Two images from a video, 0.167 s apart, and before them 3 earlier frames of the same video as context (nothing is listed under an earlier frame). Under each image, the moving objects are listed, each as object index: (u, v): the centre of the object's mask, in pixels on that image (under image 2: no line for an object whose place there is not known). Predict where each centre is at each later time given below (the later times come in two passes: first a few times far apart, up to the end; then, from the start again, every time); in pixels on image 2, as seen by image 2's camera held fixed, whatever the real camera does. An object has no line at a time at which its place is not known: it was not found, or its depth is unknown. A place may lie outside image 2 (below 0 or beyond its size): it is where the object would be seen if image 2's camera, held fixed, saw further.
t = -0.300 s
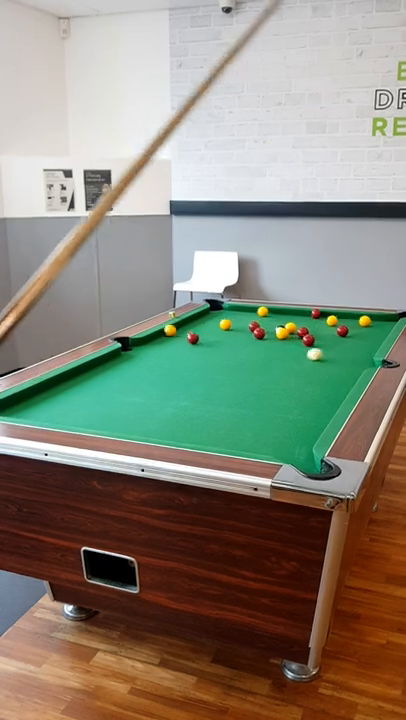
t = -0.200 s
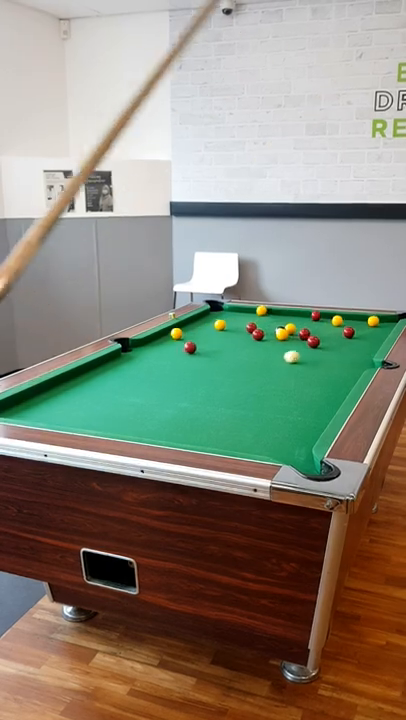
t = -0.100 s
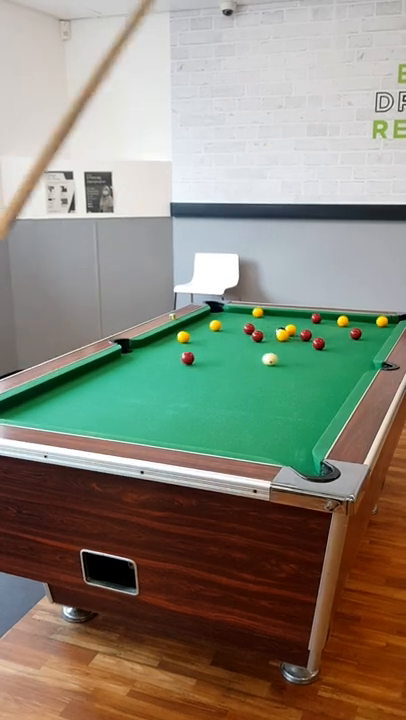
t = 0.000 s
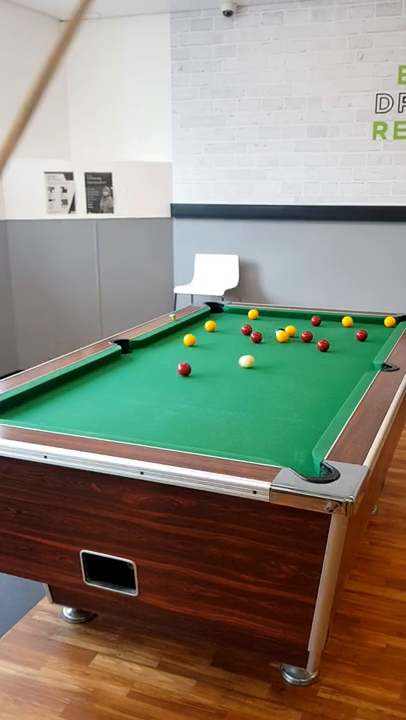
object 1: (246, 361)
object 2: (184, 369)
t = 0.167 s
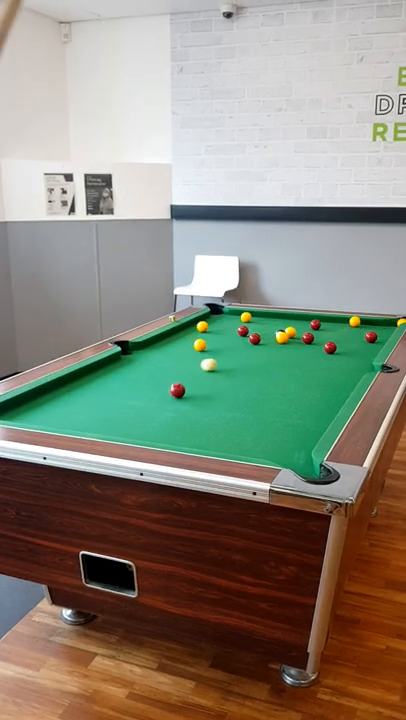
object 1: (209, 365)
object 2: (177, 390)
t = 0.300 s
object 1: (178, 367)
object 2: (171, 409)
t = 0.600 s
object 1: (109, 370)
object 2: (201, 432)
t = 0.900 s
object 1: (98, 377)
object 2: (294, 411)
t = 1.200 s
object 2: (330, 390)
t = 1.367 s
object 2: (319, 379)
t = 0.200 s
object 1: (201, 366)
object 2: (176, 395)
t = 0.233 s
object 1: (193, 366)
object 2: (174, 399)
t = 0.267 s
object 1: (186, 366)
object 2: (172, 404)
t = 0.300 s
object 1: (178, 367)
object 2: (171, 409)
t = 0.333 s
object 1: (170, 367)
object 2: (169, 415)
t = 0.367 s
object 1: (163, 367)
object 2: (167, 420)
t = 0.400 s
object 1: (155, 368)
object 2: (165, 426)
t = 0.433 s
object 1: (147, 368)
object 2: (163, 432)
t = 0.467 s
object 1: (140, 369)
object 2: (161, 437)
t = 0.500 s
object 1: (132, 369)
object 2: (161, 439)
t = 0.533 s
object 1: (125, 370)
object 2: (175, 438)
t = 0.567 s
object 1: (116, 370)
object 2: (189, 435)
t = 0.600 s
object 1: (109, 370)
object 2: (201, 432)
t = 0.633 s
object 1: (102, 371)
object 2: (213, 430)
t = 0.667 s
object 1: (94, 371)
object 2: (224, 427)
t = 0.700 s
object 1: (87, 371)
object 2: (235, 424)
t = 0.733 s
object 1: (87, 372)
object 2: (245, 422)
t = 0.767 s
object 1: (89, 374)
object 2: (256, 420)
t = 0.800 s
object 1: (91, 374)
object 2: (266, 418)
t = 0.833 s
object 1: (94, 375)
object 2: (275, 416)
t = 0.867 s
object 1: (96, 376)
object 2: (285, 413)
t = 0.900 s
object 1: (98, 377)
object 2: (294, 411)
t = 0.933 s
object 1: (100, 378)
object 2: (303, 409)
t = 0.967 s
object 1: (101, 379)
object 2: (312, 407)
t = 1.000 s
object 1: (104, 380)
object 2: (321, 405)
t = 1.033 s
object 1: (106, 381)
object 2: (330, 403)
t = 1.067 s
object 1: (108, 382)
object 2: (337, 400)
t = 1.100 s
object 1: (110, 382)
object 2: (337, 398)
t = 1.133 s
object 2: (334, 395)
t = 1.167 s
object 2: (332, 393)
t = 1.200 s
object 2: (330, 390)
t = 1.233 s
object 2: (327, 388)
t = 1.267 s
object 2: (325, 385)
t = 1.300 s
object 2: (323, 383)
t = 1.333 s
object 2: (321, 381)
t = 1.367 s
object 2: (319, 379)
